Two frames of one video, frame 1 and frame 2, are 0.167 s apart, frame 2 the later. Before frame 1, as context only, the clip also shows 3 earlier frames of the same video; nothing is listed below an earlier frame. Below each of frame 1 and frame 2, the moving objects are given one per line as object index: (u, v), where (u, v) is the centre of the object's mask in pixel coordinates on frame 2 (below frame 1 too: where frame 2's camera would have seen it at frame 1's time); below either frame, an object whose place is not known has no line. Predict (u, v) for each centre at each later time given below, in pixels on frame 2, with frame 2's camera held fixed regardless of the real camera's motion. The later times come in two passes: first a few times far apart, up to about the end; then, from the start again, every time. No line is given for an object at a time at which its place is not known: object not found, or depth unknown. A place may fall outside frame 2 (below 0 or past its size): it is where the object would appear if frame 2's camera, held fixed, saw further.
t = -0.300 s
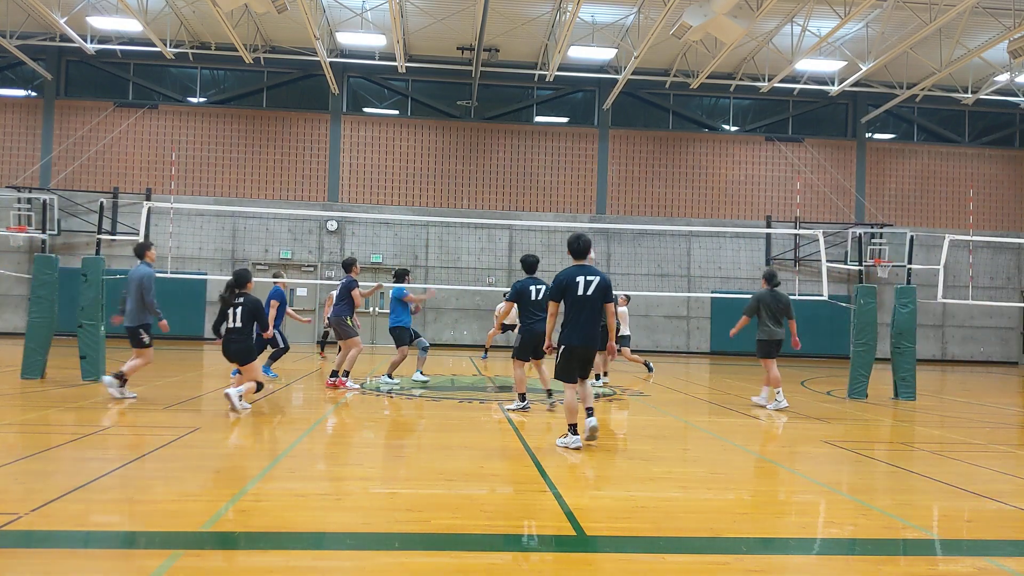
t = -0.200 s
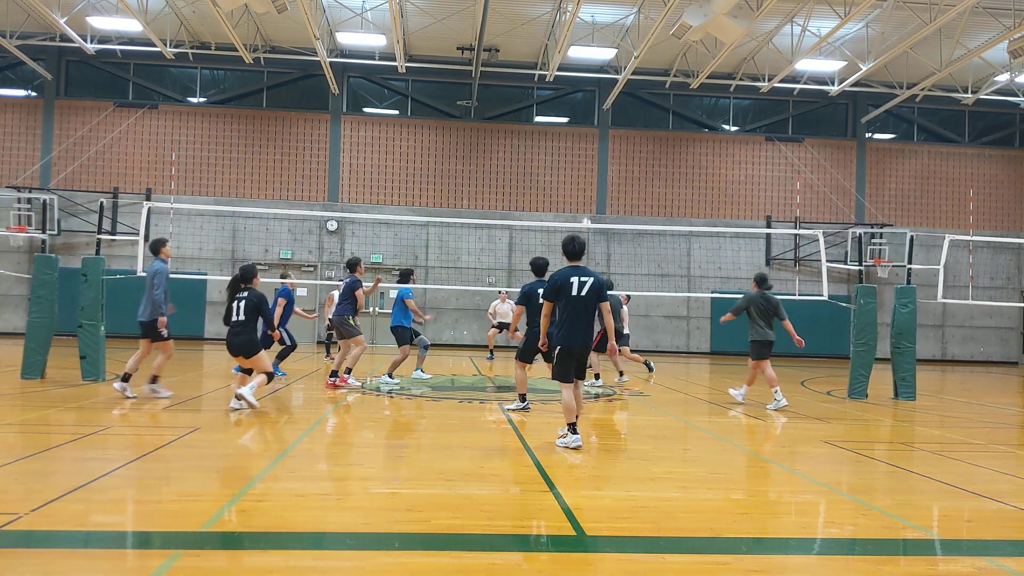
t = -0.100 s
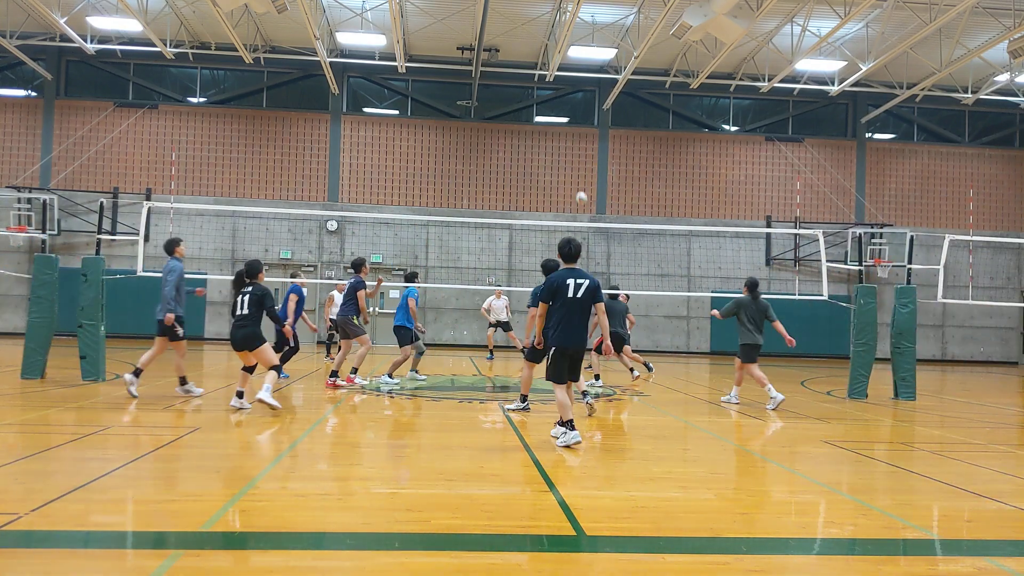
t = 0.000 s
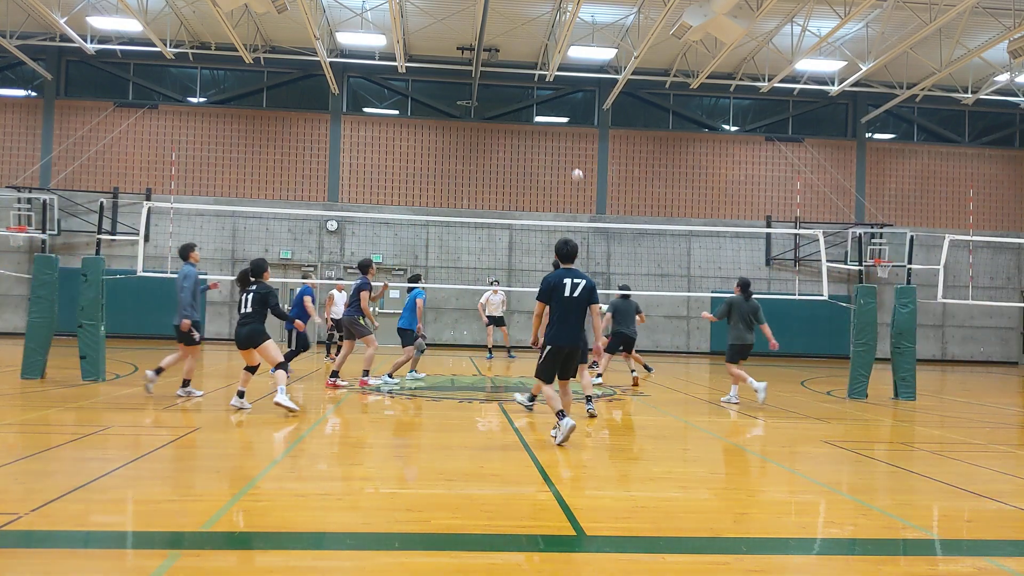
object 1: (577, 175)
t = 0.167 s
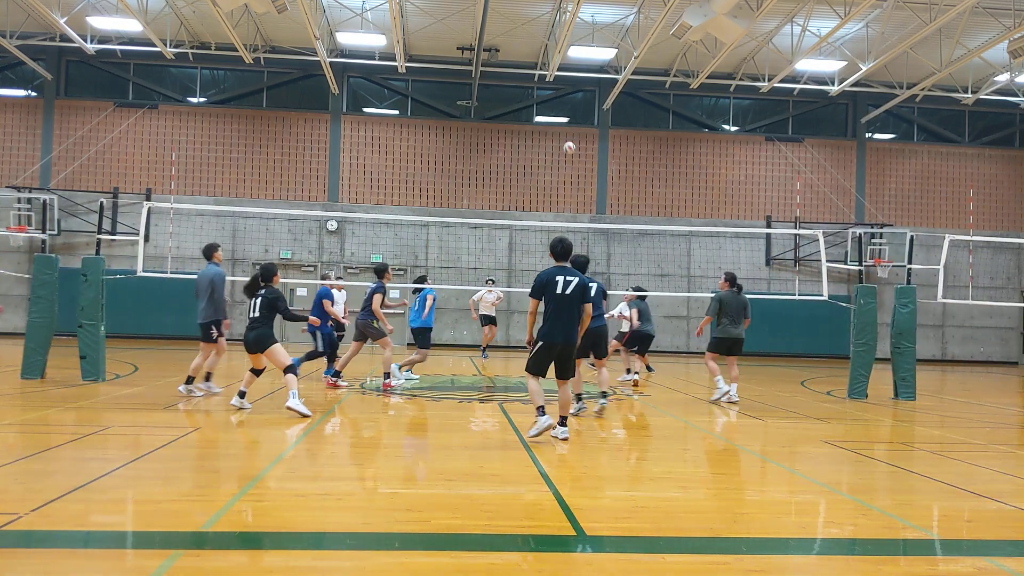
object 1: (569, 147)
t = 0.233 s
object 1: (566, 140)
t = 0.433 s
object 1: (555, 133)
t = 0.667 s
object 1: (541, 151)
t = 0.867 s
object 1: (527, 193)
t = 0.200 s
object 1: (567, 143)
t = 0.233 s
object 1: (566, 140)
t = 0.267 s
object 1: (564, 137)
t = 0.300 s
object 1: (562, 135)
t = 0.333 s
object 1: (561, 134)
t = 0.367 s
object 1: (559, 133)
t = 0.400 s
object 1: (557, 132)
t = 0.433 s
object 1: (555, 133)
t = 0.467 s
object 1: (553, 133)
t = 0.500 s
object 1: (551, 134)
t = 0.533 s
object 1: (550, 137)
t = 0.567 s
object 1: (548, 139)
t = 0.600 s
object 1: (545, 142)
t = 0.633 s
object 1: (543, 146)
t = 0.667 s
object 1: (541, 151)
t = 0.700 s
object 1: (539, 156)
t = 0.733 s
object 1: (537, 162)
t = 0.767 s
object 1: (535, 169)
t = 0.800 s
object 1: (532, 176)
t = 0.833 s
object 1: (530, 184)
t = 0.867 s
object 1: (527, 193)
